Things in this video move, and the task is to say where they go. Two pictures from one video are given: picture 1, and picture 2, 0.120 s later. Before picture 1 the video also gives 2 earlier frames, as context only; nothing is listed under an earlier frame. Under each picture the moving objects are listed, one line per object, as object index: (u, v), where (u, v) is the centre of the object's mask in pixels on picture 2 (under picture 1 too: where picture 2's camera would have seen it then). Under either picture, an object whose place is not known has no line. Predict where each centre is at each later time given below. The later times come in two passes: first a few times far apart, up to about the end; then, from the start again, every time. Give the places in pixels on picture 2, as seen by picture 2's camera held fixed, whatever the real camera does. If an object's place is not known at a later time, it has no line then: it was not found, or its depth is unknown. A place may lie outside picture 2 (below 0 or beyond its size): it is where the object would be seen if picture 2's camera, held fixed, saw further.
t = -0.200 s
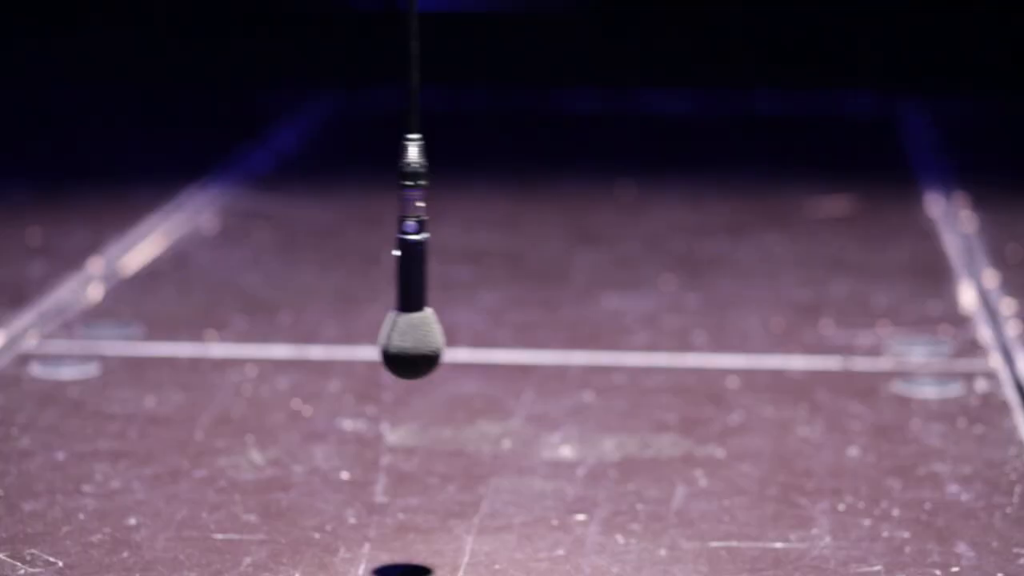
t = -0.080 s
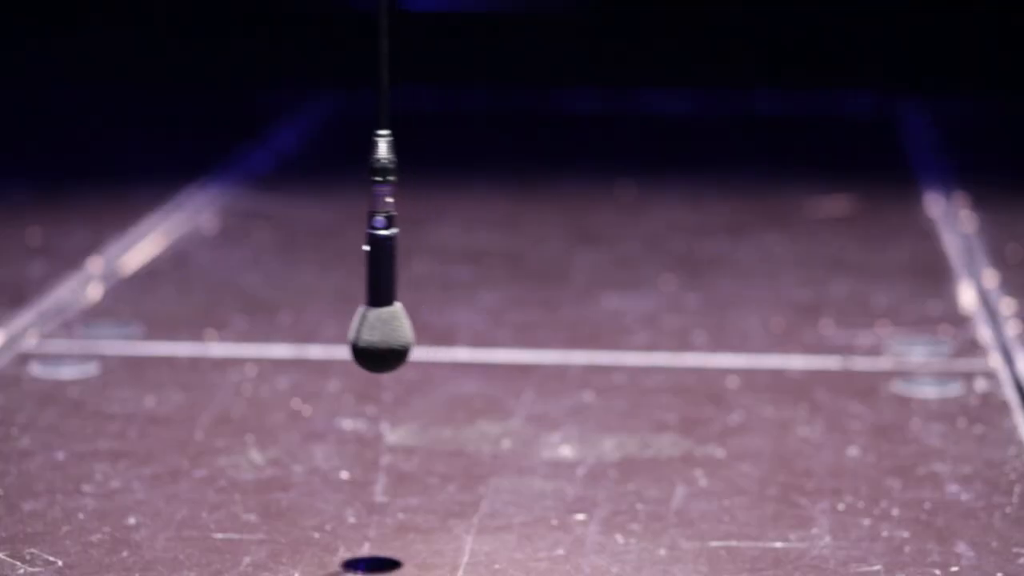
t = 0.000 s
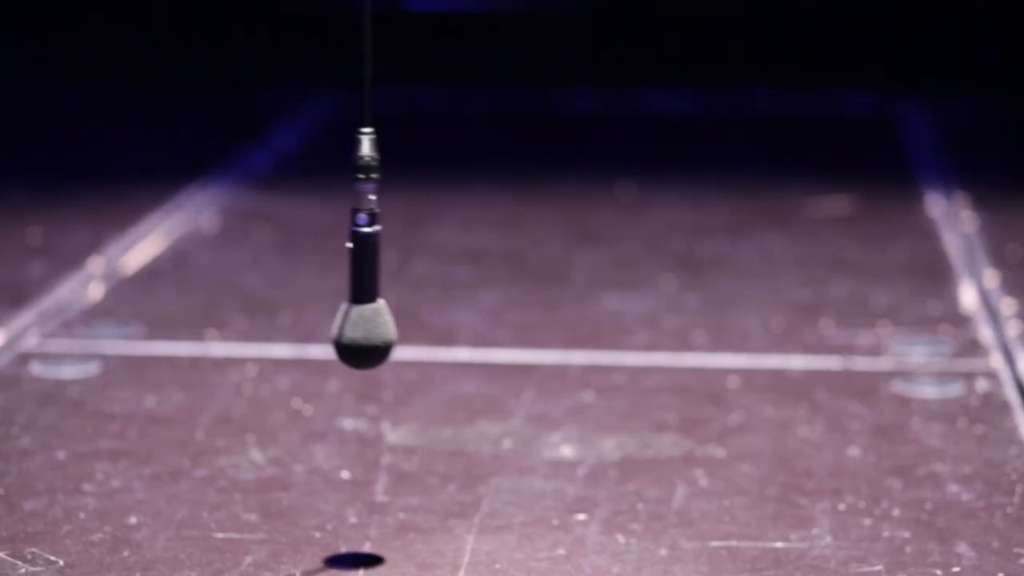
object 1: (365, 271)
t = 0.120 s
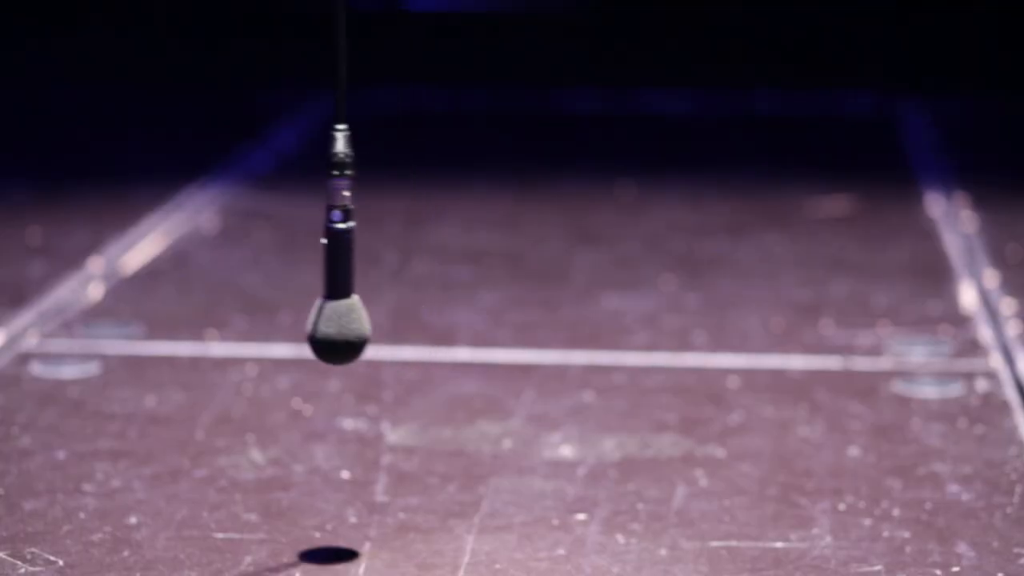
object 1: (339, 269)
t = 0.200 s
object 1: (324, 266)
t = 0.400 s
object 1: (294, 260)
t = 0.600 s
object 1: (275, 256)
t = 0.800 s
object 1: (269, 255)
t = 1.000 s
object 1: (272, 255)
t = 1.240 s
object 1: (291, 260)
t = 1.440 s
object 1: (320, 264)
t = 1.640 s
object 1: (358, 269)
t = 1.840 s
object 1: (405, 274)
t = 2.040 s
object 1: (458, 281)
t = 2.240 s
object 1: (514, 289)
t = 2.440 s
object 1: (568, 296)
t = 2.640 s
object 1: (617, 303)
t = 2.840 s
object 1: (659, 310)
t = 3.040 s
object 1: (688, 314)
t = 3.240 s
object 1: (704, 317)
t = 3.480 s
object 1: (707, 318)
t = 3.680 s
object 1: (694, 316)
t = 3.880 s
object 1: (669, 313)
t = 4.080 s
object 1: (632, 308)
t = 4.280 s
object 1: (585, 301)
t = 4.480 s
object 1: (533, 294)
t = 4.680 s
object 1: (479, 287)
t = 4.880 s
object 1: (426, 279)
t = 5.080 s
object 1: (378, 274)
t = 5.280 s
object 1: (339, 268)
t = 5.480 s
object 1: (308, 264)
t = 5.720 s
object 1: (286, 258)
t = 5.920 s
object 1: (280, 258)
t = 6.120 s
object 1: (283, 257)
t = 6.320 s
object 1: (298, 260)
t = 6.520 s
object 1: (323, 263)
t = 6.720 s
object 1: (357, 268)
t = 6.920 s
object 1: (400, 273)
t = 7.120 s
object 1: (449, 279)
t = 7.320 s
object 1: (502, 287)
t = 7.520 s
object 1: (553, 293)
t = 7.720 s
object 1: (601, 302)
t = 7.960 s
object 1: (649, 309)
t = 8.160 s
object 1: (676, 314)
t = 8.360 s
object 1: (691, 316)
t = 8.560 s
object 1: (694, 317)
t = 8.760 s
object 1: (685, 315)
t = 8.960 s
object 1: (662, 312)
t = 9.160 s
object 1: (629, 308)
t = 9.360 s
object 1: (587, 302)
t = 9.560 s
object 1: (539, 295)
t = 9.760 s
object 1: (488, 288)
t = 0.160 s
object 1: (332, 267)
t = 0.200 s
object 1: (324, 266)
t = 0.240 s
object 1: (317, 265)
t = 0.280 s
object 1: (311, 264)
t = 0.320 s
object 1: (305, 262)
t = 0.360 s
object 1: (299, 262)
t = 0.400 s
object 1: (294, 260)
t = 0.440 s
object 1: (290, 260)
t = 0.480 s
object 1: (285, 258)
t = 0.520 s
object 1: (282, 258)
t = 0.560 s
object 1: (278, 257)
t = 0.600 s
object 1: (275, 256)
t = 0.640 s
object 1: (273, 256)
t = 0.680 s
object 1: (271, 256)
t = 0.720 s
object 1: (270, 255)
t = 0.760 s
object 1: (269, 255)
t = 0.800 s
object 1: (269, 255)
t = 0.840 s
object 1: (269, 255)
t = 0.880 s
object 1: (269, 255)
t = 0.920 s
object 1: (269, 255)
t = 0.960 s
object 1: (270, 255)
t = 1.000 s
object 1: (272, 255)
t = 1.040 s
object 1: (274, 256)
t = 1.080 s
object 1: (277, 256)
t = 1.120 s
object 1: (280, 257)
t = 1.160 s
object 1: (283, 258)
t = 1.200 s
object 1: (287, 258)
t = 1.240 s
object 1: (291, 260)
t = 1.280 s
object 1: (296, 259)
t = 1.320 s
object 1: (301, 261)
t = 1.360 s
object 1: (307, 261)
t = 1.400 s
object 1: (313, 262)
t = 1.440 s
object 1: (320, 264)
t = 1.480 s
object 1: (327, 265)
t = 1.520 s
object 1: (334, 266)
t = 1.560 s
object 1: (342, 267)
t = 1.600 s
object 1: (350, 268)
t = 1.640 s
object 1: (358, 269)
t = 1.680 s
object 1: (367, 270)
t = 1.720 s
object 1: (376, 271)
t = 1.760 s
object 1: (386, 272)
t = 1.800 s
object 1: (396, 274)
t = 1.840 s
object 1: (405, 274)
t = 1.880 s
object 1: (416, 276)
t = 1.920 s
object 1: (426, 277)
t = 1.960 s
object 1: (437, 278)
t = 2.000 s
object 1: (447, 279)
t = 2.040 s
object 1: (458, 281)
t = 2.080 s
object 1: (469, 283)
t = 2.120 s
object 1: (480, 284)
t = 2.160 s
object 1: (492, 285)
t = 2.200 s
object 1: (503, 287)
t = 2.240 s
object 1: (514, 289)
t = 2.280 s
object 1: (525, 291)
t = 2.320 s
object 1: (535, 291)
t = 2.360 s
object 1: (546, 293)
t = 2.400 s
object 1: (557, 294)
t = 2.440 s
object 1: (568, 296)
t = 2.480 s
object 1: (578, 298)
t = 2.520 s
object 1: (589, 300)
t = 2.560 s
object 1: (599, 301)
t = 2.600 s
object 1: (608, 301)
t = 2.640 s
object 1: (617, 303)
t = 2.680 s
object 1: (627, 305)
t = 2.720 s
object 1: (635, 306)
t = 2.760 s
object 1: (643, 308)
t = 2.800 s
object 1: (651, 309)
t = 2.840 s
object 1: (659, 310)
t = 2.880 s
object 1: (665, 311)
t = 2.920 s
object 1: (672, 312)
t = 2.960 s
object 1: (678, 313)
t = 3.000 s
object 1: (683, 313)
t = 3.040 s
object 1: (688, 314)
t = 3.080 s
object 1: (692, 315)
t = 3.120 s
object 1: (696, 316)
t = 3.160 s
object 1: (700, 317)
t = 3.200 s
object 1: (702, 317)
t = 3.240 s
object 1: (704, 317)
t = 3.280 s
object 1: (706, 318)
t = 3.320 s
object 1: (707, 318)
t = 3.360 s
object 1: (708, 318)
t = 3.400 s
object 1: (708, 318)
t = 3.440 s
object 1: (708, 319)
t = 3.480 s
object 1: (707, 318)
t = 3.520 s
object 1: (706, 318)
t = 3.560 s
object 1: (704, 318)
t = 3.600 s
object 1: (701, 317)
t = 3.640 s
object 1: (698, 317)
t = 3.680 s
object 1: (694, 316)
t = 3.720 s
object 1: (690, 316)
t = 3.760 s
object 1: (686, 315)
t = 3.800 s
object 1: (681, 315)
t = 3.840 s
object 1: (675, 314)
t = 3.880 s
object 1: (669, 313)
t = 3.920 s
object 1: (662, 312)
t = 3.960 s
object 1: (656, 311)
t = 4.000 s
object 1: (648, 310)
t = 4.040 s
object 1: (640, 309)
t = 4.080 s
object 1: (632, 308)
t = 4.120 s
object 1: (623, 307)
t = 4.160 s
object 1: (614, 305)
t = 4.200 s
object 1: (605, 304)
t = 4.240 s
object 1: (595, 302)
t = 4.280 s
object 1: (585, 301)
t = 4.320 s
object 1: (575, 300)
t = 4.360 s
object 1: (565, 298)
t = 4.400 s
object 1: (555, 297)
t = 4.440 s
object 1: (544, 296)
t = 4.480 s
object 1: (533, 294)
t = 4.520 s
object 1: (522, 292)
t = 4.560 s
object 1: (512, 291)
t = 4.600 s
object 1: (501, 289)
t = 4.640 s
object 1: (490, 289)
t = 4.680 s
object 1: (479, 287)
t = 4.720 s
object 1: (468, 286)
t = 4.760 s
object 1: (458, 284)
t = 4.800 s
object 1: (447, 282)
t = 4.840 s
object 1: (436, 281)
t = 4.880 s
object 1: (426, 279)
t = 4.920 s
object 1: (416, 277)
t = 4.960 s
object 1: (406, 277)
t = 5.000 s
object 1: (397, 276)
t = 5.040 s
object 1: (387, 275)
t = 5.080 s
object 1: (378, 274)
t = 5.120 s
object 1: (370, 273)
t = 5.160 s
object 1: (362, 271)
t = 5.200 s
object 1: (354, 269)
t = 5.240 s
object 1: (346, 269)
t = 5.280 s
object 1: (339, 268)
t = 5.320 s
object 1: (332, 267)
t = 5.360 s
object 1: (325, 267)
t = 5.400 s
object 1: (319, 265)
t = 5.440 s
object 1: (314, 264)
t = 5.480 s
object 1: (308, 264)
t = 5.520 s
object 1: (304, 263)
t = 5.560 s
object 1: (299, 262)
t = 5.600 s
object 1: (296, 261)
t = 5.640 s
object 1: (292, 261)
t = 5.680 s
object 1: (289, 260)
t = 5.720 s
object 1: (286, 258)
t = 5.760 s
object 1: (284, 258)
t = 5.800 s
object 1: (283, 258)
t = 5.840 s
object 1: (281, 258)
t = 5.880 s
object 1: (281, 257)
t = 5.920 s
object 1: (280, 258)
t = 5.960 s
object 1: (280, 257)
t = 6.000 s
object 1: (280, 257)
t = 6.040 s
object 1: (281, 257)
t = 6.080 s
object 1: (282, 257)
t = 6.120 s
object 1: (283, 257)
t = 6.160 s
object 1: (285, 257)
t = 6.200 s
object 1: (288, 258)
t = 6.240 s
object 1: (291, 259)
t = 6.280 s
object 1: (294, 259)
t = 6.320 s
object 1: (298, 260)
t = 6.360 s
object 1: (301, 261)
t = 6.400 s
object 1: (306, 261)
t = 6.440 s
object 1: (311, 262)
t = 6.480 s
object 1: (317, 263)
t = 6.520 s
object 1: (323, 263)
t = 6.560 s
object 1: (329, 265)
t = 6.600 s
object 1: (336, 266)
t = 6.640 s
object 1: (343, 267)
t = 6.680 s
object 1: (349, 267)
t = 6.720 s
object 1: (357, 268)
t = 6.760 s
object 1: (365, 269)
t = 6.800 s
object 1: (373, 269)
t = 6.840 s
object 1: (382, 271)
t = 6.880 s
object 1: (391, 272)
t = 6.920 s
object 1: (400, 273)
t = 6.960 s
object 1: (410, 275)
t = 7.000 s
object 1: (419, 276)
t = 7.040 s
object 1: (429, 277)
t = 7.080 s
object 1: (438, 278)
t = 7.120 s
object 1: (449, 279)
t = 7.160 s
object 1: (459, 281)
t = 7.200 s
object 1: (470, 283)
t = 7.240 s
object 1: (480, 284)
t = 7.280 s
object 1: (491, 285)
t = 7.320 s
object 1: (502, 287)
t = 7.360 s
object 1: (512, 288)
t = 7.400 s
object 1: (522, 289)
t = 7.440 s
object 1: (533, 290)
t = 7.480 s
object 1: (543, 292)
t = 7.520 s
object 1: (553, 293)
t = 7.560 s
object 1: (564, 296)
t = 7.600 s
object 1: (574, 297)
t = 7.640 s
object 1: (583, 299)
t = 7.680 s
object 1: (592, 300)
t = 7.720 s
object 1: (601, 302)
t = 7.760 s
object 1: (610, 303)
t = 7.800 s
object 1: (618, 303)
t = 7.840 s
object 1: (626, 306)
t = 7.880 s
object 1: (634, 307)
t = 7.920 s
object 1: (641, 308)
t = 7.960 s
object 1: (649, 309)
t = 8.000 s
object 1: (655, 310)
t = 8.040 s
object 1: (661, 311)
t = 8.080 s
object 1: (667, 312)
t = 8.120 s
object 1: (671, 313)
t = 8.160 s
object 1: (676, 314)
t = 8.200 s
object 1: (680, 314)
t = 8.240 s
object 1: (683, 315)
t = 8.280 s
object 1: (687, 315)
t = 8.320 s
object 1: (689, 316)
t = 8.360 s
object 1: (691, 316)
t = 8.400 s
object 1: (693, 317)
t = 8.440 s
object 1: (694, 317)
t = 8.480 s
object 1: (695, 317)
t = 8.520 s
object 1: (695, 317)
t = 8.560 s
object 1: (694, 317)
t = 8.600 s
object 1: (693, 317)
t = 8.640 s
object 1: (692, 316)
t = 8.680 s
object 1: (690, 316)
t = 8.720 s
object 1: (688, 316)
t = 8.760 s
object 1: (685, 315)
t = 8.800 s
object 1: (681, 315)
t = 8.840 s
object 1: (677, 314)
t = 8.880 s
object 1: (672, 314)
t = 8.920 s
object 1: (667, 313)
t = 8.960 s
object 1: (662, 312)
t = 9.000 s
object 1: (657, 311)
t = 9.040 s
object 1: (650, 311)
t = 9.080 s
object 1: (643, 310)
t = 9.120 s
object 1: (637, 309)
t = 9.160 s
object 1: (629, 308)
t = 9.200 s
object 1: (621, 307)
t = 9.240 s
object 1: (613, 305)
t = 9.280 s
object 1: (604, 304)
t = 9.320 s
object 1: (596, 302)
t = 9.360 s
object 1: (587, 302)
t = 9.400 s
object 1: (578, 300)
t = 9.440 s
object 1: (568, 299)
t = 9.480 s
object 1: (559, 298)
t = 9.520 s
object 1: (549, 297)
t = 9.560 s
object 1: (539, 295)
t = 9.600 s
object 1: (530, 294)
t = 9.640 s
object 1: (519, 292)
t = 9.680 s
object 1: (509, 291)
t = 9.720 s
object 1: (499, 289)
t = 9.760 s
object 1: (488, 288)
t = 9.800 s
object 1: (478, 286)
